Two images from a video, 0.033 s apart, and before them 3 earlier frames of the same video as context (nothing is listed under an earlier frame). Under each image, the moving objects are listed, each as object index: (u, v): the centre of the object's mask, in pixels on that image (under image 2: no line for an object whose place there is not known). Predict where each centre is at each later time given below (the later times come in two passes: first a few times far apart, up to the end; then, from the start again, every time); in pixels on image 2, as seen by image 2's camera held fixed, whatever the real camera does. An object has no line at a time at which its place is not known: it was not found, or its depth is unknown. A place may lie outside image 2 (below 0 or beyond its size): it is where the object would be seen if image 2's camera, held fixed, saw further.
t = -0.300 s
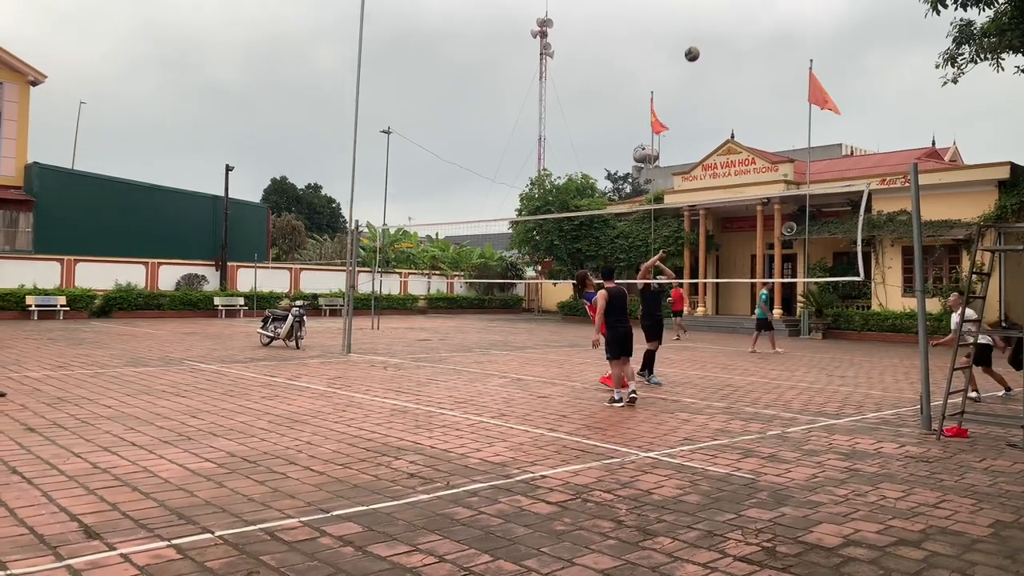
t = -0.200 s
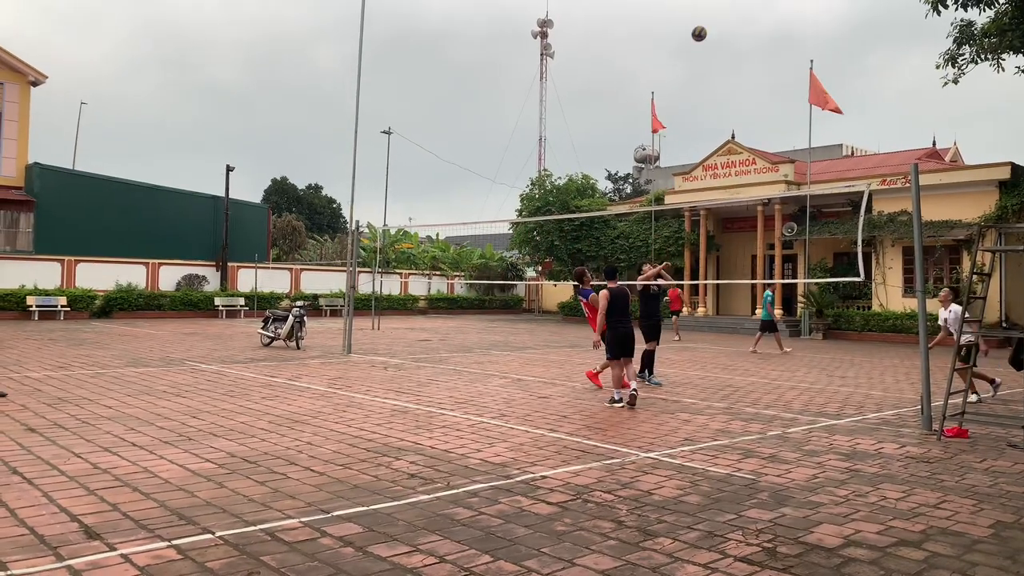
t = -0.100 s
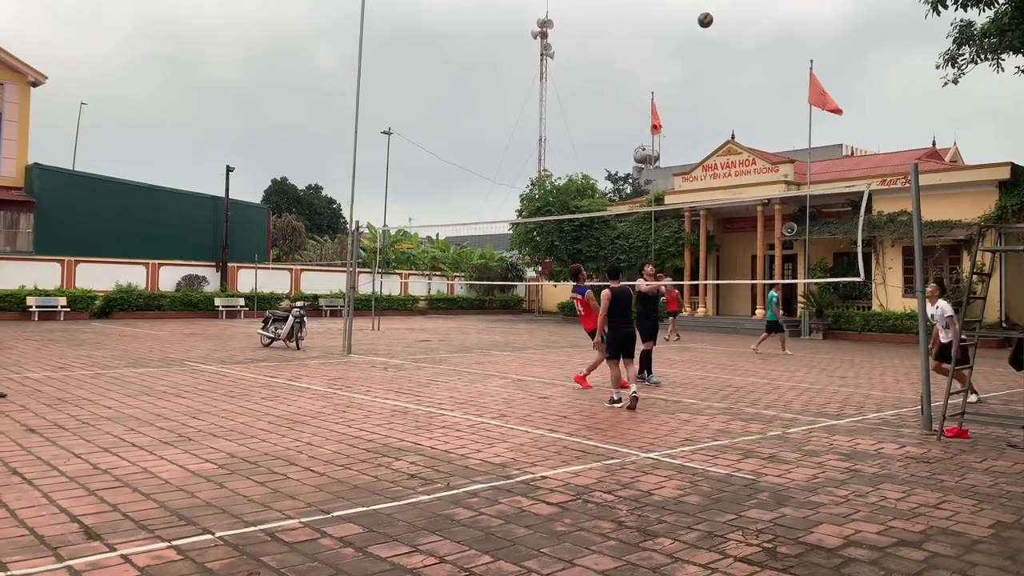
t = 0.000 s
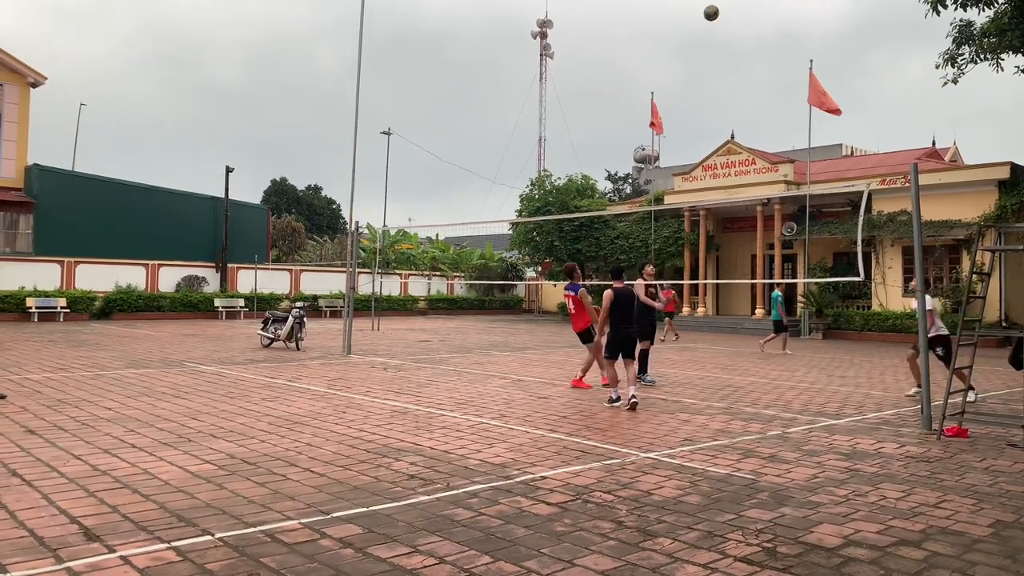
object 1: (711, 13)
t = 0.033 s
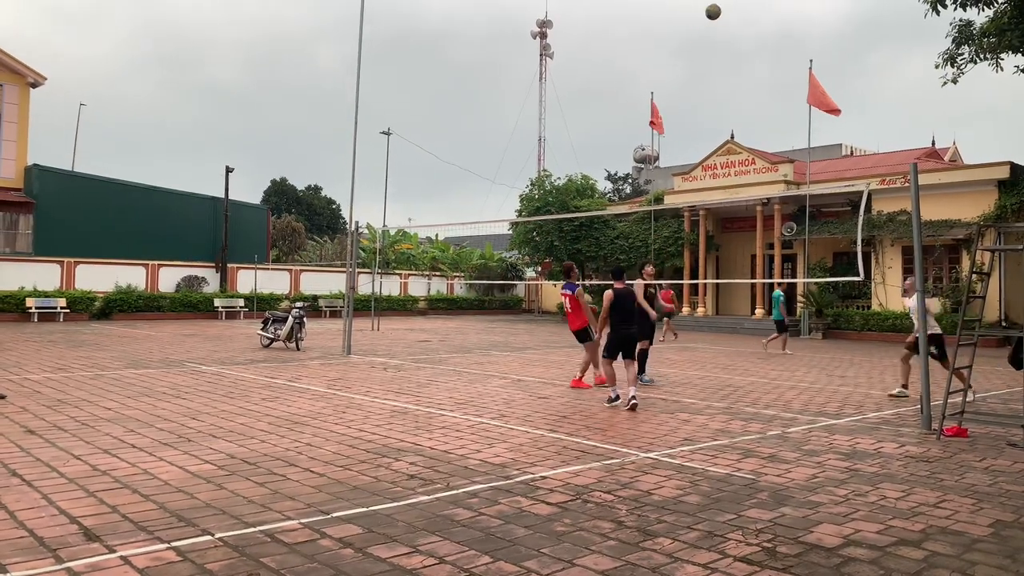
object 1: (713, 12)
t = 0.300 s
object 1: (730, 34)
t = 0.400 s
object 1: (737, 56)
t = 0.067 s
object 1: (715, 12)
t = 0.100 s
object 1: (717, 13)
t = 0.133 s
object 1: (719, 14)
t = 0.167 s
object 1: (721, 16)
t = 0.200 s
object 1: (724, 19)
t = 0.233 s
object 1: (726, 23)
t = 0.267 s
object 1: (728, 28)
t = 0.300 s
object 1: (730, 34)
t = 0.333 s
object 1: (732, 40)
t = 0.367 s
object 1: (735, 47)
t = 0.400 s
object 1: (737, 56)
